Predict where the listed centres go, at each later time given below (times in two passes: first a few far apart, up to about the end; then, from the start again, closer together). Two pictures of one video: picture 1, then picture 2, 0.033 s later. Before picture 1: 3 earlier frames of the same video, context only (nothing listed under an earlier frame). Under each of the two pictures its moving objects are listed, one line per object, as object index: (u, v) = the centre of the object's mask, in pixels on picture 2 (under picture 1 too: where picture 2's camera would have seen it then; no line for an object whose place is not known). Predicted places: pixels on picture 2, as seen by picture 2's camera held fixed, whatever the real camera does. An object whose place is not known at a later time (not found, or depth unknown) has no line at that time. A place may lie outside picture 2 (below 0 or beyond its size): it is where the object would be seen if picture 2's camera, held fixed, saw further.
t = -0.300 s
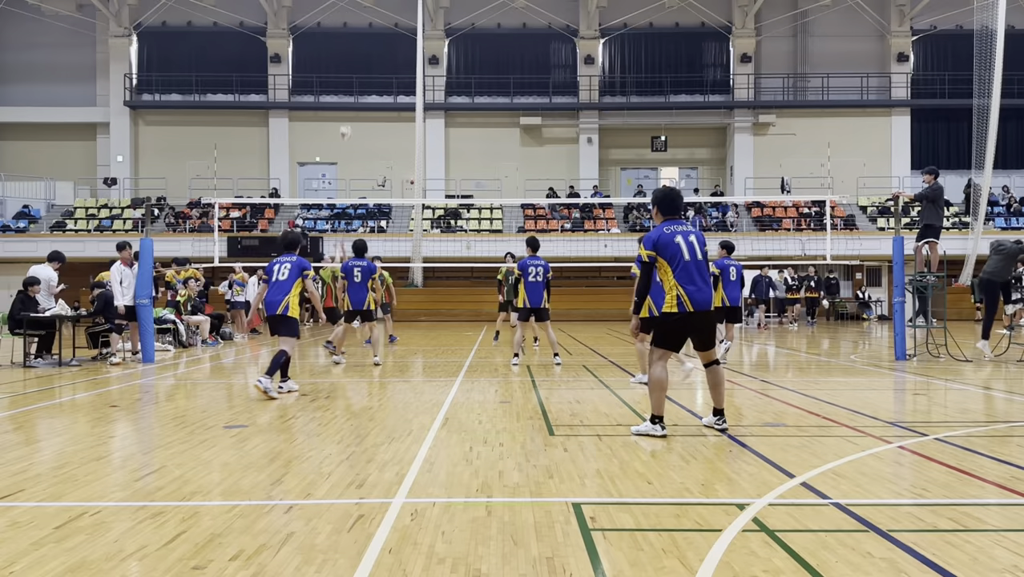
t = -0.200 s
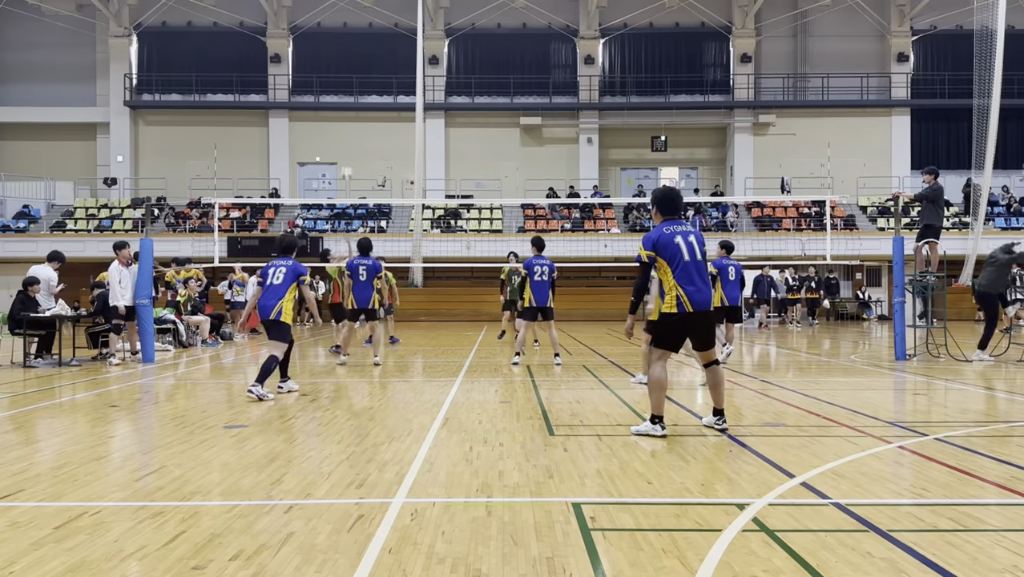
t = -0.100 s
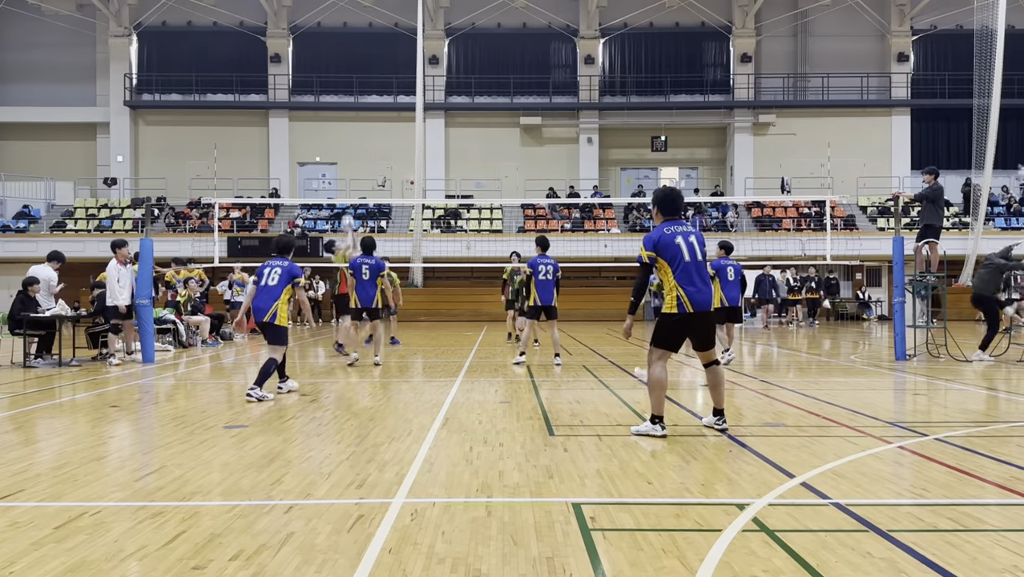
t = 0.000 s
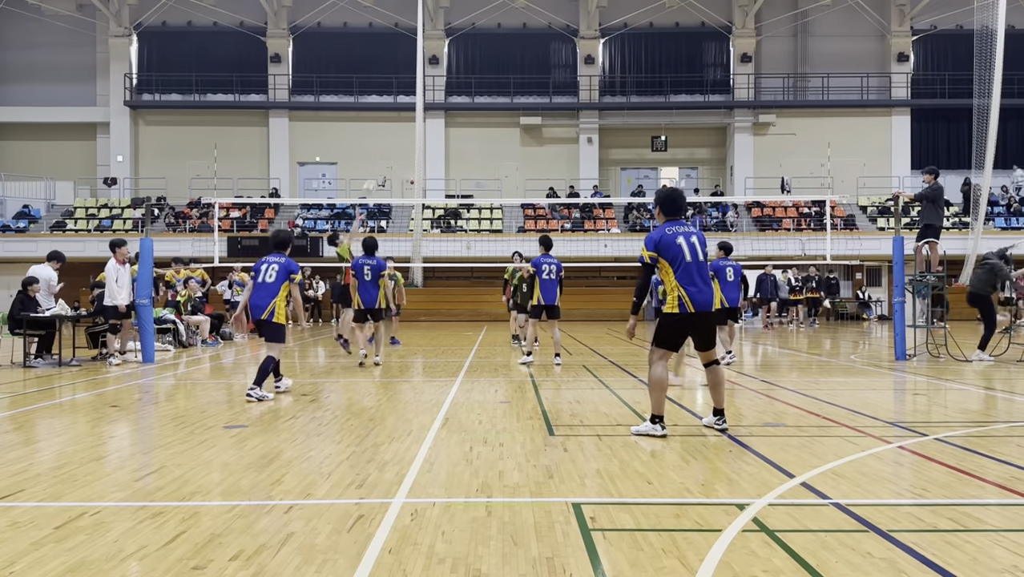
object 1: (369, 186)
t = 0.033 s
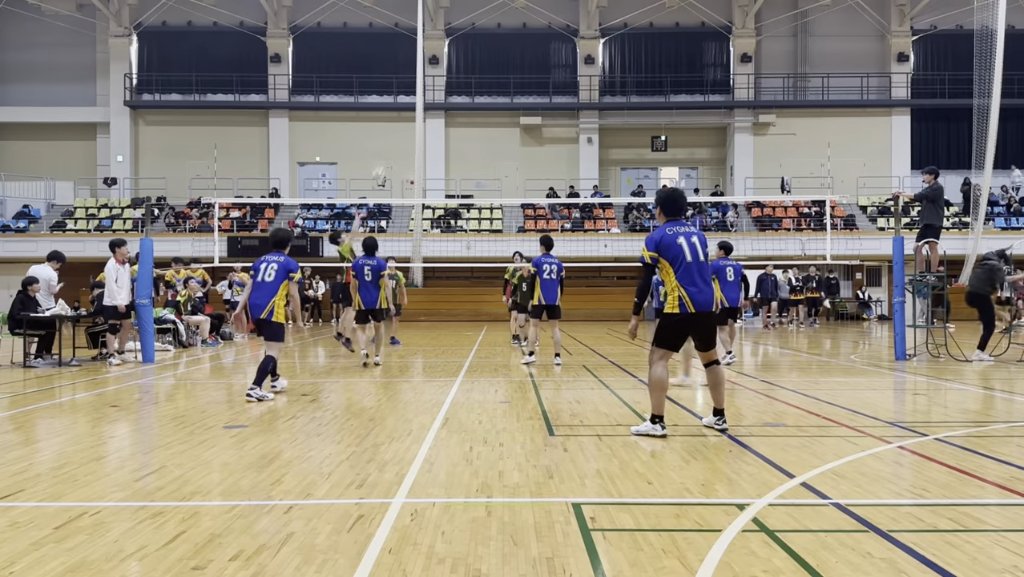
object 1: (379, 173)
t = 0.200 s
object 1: (425, 113)
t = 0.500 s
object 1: (500, 52)
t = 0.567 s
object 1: (516, 46)
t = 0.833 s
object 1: (581, 49)
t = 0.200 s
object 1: (425, 113)
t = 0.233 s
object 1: (432, 104)
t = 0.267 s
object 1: (441, 95)
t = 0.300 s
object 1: (450, 87)
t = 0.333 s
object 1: (457, 80)
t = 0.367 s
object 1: (466, 73)
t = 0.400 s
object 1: (475, 66)
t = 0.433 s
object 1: (483, 60)
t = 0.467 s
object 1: (491, 56)
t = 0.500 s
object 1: (500, 52)
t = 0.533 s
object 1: (508, 48)
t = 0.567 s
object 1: (516, 46)
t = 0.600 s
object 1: (524, 44)
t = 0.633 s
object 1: (532, 43)
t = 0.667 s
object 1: (541, 42)
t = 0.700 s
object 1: (549, 42)
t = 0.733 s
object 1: (556, 43)
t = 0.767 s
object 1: (565, 44)
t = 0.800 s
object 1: (572, 46)
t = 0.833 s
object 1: (581, 49)
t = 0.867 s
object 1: (588, 53)
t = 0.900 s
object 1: (596, 56)
